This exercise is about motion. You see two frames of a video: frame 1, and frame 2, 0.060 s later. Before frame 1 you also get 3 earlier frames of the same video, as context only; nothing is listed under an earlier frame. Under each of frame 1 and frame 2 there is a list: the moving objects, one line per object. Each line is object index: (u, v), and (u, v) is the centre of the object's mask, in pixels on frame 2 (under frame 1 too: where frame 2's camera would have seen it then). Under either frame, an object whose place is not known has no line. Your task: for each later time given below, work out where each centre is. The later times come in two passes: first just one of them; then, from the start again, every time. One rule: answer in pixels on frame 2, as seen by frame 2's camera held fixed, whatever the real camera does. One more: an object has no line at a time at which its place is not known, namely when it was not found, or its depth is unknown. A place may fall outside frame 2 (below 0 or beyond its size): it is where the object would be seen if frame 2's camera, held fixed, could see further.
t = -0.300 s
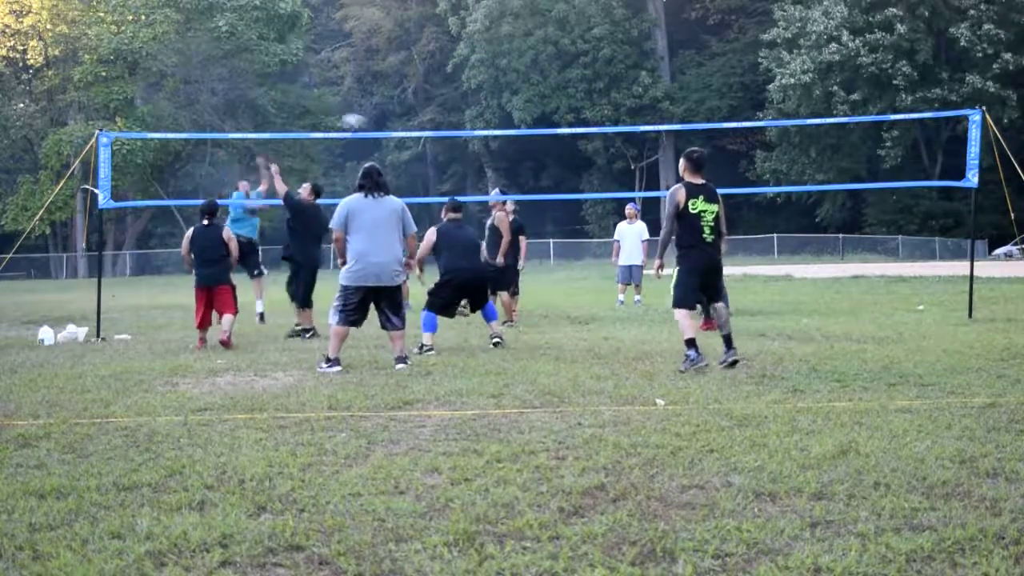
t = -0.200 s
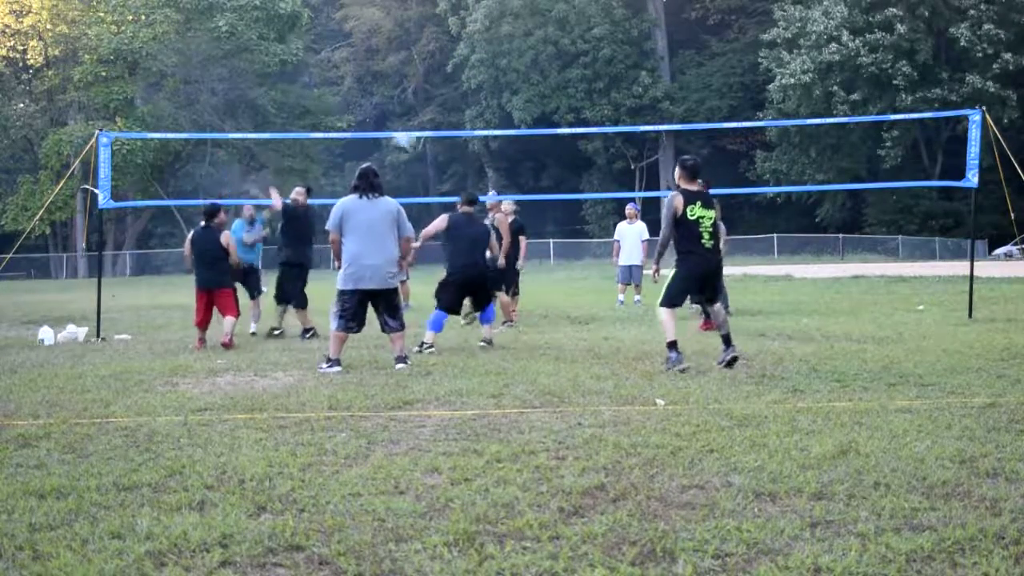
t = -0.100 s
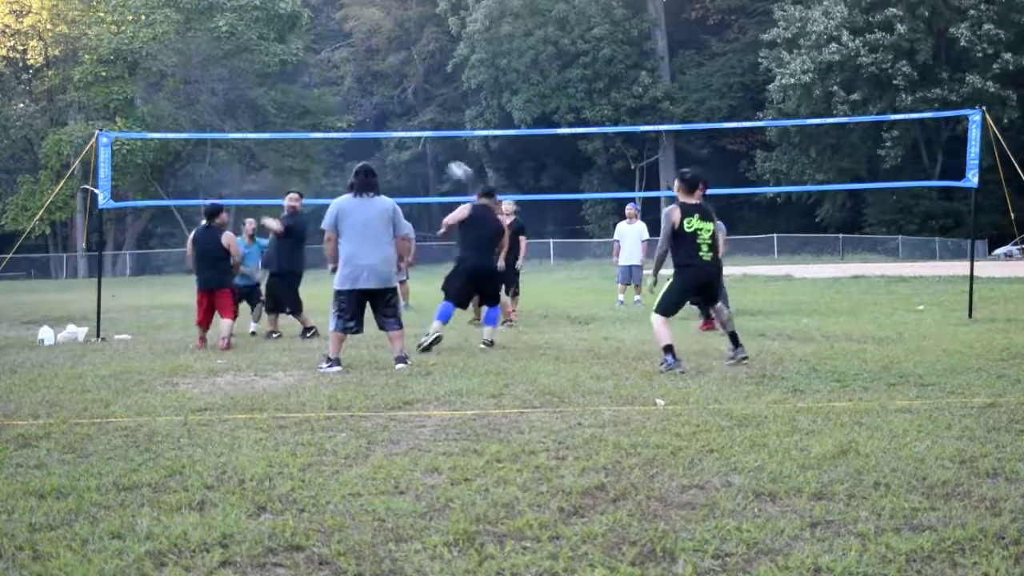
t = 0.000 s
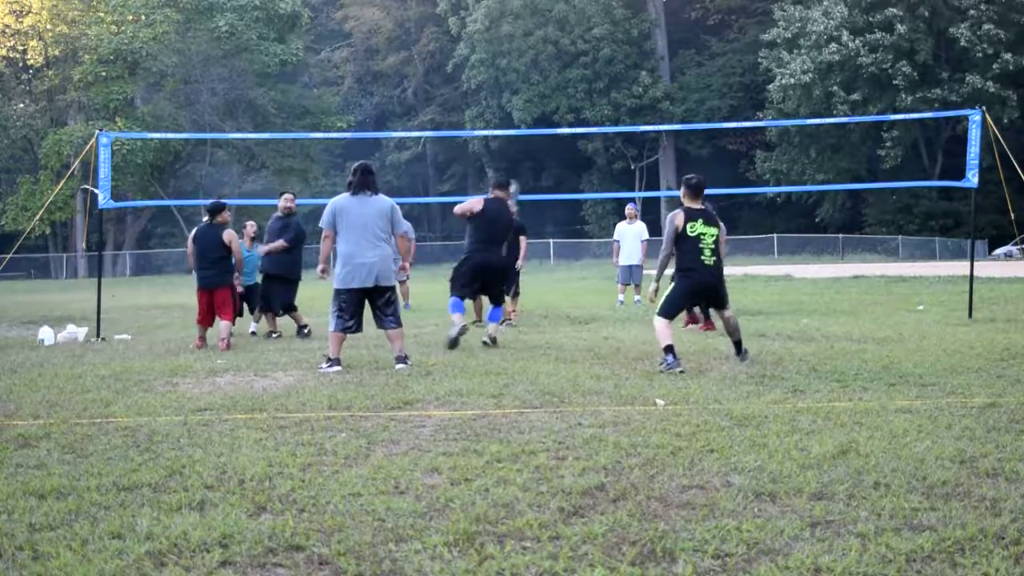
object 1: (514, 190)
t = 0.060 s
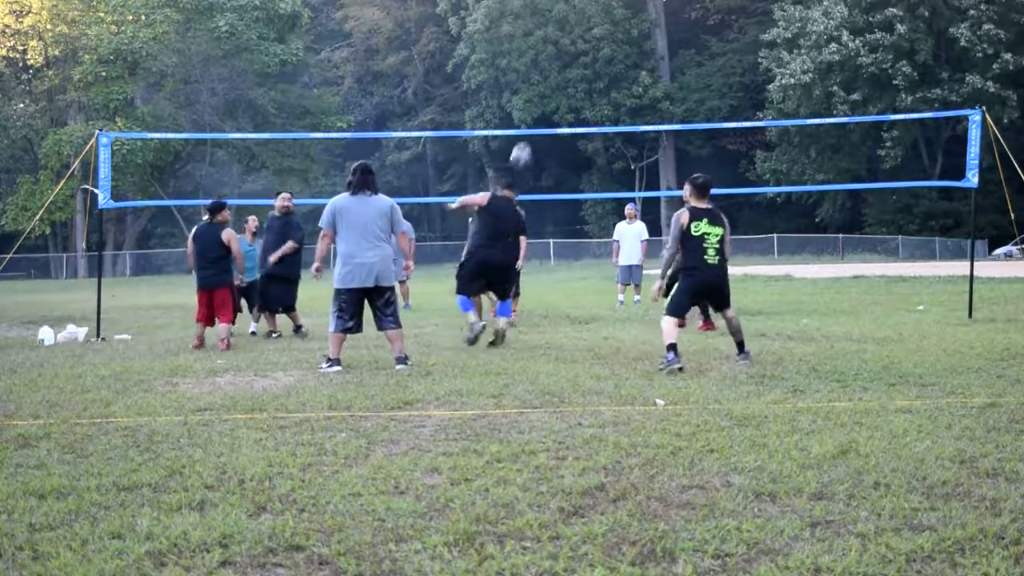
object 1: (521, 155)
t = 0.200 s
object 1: (548, 84)
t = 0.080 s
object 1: (525, 144)
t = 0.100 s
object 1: (528, 133)
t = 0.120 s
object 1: (533, 122)
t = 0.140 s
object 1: (536, 113)
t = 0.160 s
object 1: (540, 103)
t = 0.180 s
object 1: (544, 93)
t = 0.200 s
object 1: (548, 84)
